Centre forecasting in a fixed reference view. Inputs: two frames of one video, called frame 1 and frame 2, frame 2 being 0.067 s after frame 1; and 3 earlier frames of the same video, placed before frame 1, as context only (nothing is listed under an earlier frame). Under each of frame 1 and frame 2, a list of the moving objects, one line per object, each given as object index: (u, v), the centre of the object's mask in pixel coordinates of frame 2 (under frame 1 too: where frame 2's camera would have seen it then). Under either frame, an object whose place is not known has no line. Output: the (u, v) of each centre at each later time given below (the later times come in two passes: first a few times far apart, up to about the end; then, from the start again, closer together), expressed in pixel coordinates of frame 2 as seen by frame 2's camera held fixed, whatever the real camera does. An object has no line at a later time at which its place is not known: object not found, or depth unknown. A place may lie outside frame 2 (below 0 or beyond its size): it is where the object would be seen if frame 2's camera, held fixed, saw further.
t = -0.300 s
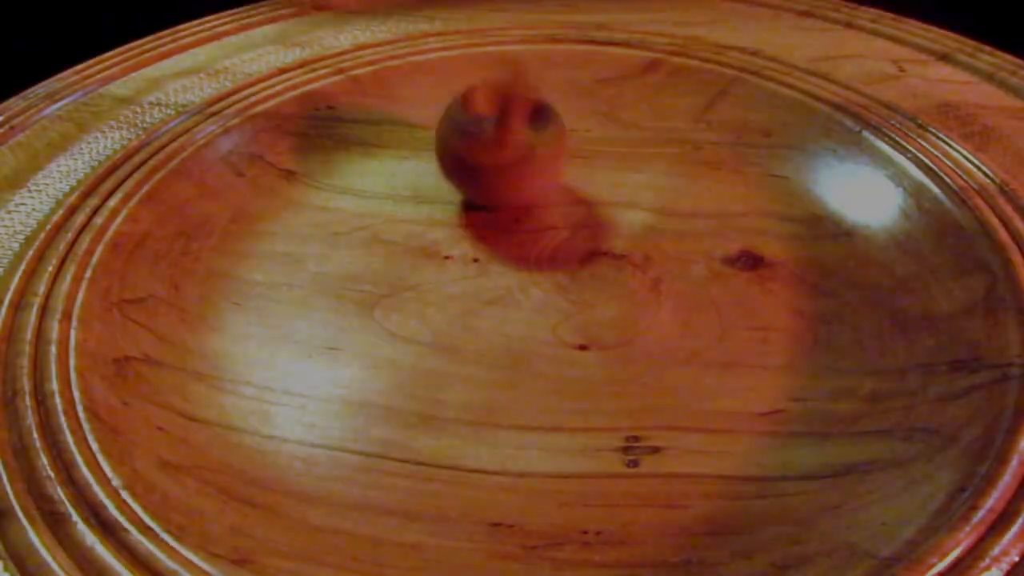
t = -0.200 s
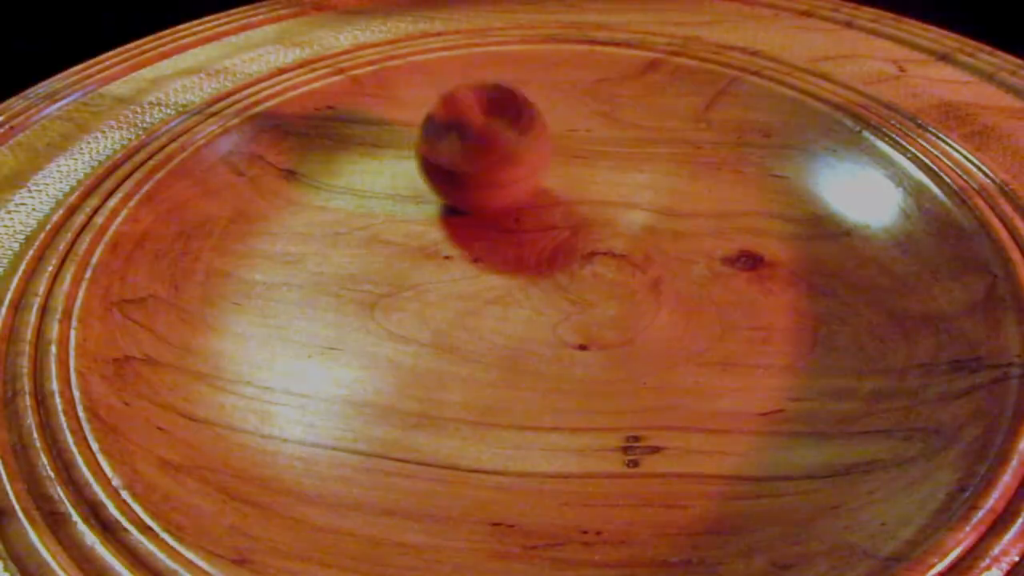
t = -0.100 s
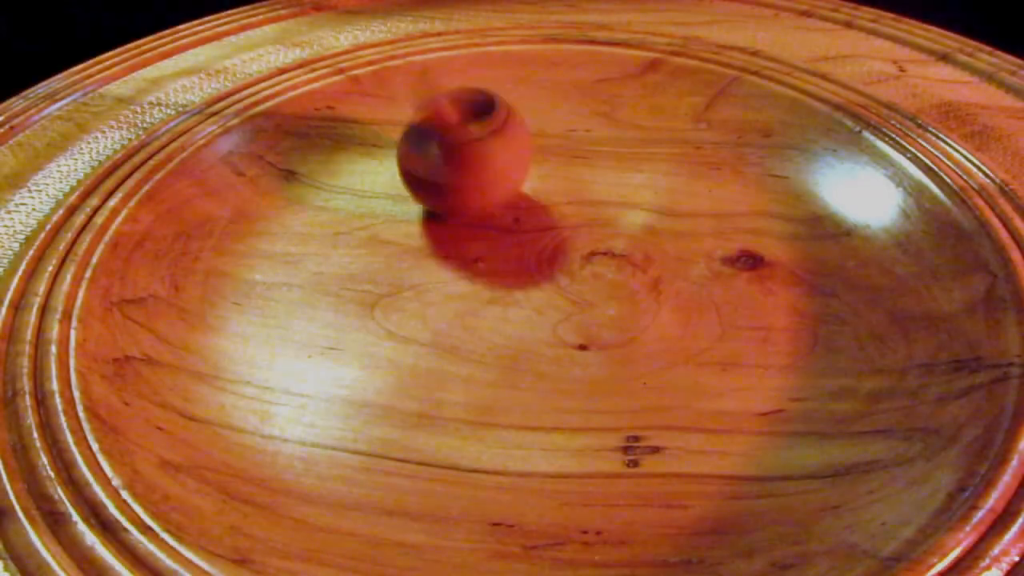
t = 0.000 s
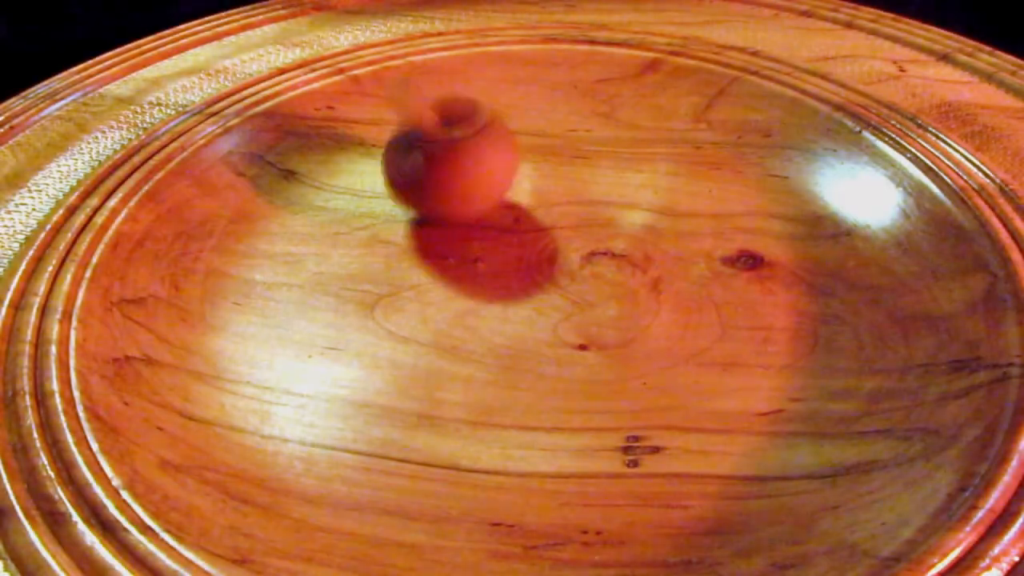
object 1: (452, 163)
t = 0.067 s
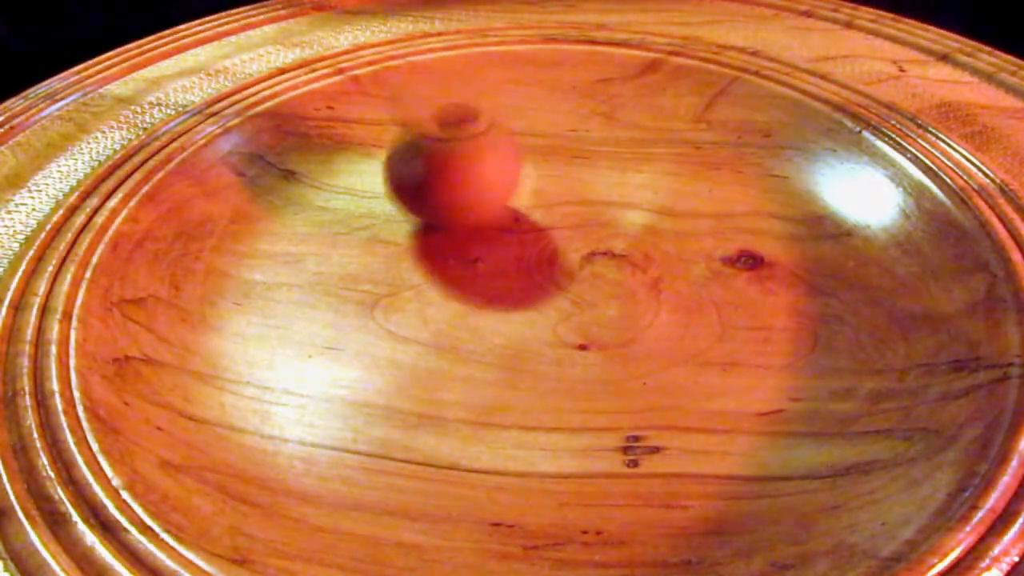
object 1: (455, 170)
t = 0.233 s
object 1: (487, 200)
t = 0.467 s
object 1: (519, 267)
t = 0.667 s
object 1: (525, 280)
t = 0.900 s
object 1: (485, 285)
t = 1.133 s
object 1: (477, 252)
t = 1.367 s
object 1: (507, 223)
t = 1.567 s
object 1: (529, 209)
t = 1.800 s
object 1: (534, 205)
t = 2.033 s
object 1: (510, 212)
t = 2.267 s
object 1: (467, 214)
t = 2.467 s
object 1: (456, 214)
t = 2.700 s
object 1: (472, 233)
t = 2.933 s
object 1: (496, 256)
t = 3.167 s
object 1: (508, 271)
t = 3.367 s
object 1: (510, 265)
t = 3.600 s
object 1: (524, 241)
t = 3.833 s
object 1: (548, 212)
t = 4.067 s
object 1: (555, 197)
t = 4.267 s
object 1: (541, 204)
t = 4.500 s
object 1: (498, 219)
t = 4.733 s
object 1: (446, 234)
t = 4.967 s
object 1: (428, 235)
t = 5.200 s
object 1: (456, 235)
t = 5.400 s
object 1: (505, 256)
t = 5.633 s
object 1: (553, 271)
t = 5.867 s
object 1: (550, 284)
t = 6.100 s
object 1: (504, 268)
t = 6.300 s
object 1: (492, 232)
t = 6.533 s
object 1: (539, 198)
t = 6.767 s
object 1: (564, 190)
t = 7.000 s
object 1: (535, 216)
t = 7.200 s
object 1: (473, 245)
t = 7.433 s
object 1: (407, 253)
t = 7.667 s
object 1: (395, 240)
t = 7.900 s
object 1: (439, 237)
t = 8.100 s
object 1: (487, 270)
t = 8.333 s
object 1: (459, 281)
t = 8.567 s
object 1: (512, 266)
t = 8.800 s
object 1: (487, 347)
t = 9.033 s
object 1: (492, 307)
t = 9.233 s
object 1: (513, 310)
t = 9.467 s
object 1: (553, 292)
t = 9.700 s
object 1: (506, 305)
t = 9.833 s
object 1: (515, 275)
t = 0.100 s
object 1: (461, 175)
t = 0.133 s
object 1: (468, 178)
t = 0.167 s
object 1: (475, 185)
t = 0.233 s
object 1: (487, 200)
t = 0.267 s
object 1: (493, 210)
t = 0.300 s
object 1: (496, 219)
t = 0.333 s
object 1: (501, 231)
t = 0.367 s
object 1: (506, 241)
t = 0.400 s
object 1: (510, 249)
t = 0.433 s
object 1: (514, 258)
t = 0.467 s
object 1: (519, 267)
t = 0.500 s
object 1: (524, 274)
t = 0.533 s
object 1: (529, 276)
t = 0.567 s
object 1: (532, 276)
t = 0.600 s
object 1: (532, 279)
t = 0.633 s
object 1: (529, 278)
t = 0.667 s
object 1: (525, 280)
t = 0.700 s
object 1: (519, 285)
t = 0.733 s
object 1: (515, 289)
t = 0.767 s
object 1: (514, 291)
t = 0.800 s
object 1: (513, 288)
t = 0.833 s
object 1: (507, 289)
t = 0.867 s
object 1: (499, 283)
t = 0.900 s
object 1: (485, 285)
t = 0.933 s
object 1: (484, 287)
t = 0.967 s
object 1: (486, 280)
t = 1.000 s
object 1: (480, 273)
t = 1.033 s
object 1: (471, 264)
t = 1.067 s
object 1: (465, 264)
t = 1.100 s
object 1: (474, 262)
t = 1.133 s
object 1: (477, 252)
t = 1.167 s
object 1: (472, 241)
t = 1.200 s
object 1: (467, 244)
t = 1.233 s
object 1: (482, 243)
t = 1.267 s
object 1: (491, 233)
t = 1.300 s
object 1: (484, 229)
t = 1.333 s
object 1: (491, 228)
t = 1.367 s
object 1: (507, 223)
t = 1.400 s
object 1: (504, 215)
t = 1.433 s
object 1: (505, 217)
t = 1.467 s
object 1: (519, 212)
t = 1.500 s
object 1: (523, 211)
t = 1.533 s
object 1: (519, 215)
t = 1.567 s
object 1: (529, 209)
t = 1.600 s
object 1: (530, 211)
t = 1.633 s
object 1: (529, 214)
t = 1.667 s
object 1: (537, 209)
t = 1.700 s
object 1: (535, 200)
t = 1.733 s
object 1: (534, 195)
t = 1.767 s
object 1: (539, 203)
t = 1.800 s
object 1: (534, 205)
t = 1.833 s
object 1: (535, 203)
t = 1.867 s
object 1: (534, 204)
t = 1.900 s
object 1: (530, 207)
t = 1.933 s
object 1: (528, 209)
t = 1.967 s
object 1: (520, 209)
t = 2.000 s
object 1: (517, 207)
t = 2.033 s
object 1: (510, 212)
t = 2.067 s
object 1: (500, 212)
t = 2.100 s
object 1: (497, 210)
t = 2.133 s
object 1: (489, 214)
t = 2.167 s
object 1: (481, 214)
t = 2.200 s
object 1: (477, 211)
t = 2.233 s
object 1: (472, 213)
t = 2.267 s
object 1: (467, 214)
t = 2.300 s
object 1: (463, 213)
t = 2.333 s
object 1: (460, 213)
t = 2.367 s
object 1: (458, 215)
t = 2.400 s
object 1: (456, 213)
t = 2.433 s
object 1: (455, 216)
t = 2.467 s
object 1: (456, 214)
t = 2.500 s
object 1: (456, 219)
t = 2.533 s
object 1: (457, 219)
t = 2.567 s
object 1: (461, 221)
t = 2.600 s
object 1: (461, 225)
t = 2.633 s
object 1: (466, 224)
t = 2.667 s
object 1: (469, 229)
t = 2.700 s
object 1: (472, 233)
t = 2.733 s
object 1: (478, 233)
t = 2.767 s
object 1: (482, 238)
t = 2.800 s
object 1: (485, 243)
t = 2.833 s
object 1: (489, 244)
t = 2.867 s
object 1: (493, 249)
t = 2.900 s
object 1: (496, 255)
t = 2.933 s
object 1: (496, 256)
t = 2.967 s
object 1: (500, 261)
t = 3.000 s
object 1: (500, 264)
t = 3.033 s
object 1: (503, 267)
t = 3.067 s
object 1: (504, 269)
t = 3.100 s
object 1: (507, 270)
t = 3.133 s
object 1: (506, 274)
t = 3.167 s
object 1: (508, 271)
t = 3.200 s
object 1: (509, 274)
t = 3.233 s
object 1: (508, 274)
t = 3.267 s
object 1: (511, 271)
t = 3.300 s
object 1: (510, 272)
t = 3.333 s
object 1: (509, 270)
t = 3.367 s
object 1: (510, 265)
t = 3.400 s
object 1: (510, 267)
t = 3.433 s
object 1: (511, 262)
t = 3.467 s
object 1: (512, 257)
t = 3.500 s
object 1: (513, 257)
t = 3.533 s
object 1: (516, 253)
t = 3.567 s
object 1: (518, 246)
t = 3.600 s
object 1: (524, 241)
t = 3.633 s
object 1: (528, 240)
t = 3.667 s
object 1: (530, 233)
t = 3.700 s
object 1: (537, 231)
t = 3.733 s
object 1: (540, 226)
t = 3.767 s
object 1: (543, 222)
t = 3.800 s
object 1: (545, 216)
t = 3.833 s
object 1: (548, 212)
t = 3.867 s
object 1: (548, 211)
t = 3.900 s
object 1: (550, 206)
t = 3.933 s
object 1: (552, 202)
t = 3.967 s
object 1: (553, 203)
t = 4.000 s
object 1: (554, 201)
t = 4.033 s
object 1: (554, 197)
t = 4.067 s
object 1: (555, 197)
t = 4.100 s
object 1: (554, 199)
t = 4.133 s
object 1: (552, 196)
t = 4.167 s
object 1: (552, 199)
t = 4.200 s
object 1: (548, 200)
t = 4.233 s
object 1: (546, 201)
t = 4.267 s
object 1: (541, 204)
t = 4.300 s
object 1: (538, 204)
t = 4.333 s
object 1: (532, 209)
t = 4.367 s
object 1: (526, 211)
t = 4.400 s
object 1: (521, 213)
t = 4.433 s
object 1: (514, 217)
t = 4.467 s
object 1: (507, 220)
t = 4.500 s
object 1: (498, 219)
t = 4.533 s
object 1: (491, 224)
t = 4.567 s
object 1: (482, 227)
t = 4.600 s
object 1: (473, 227)
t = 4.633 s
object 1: (466, 230)
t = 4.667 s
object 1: (458, 231)
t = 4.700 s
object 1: (452, 232)
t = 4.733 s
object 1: (446, 234)
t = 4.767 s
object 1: (441, 233)
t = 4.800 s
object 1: (437, 235)
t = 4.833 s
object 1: (434, 237)
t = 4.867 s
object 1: (430, 235)
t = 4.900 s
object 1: (429, 235)
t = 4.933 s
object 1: (429, 237)
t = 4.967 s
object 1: (428, 235)
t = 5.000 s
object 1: (430, 236)
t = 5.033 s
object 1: (432, 235)
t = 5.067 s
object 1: (435, 233)
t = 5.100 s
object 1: (439, 235)
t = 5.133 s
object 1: (444, 235)
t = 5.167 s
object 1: (450, 234)
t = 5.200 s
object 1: (456, 235)
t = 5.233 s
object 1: (467, 239)
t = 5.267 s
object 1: (471, 245)
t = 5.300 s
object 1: (479, 243)
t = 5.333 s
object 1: (490, 249)
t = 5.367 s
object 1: (495, 255)
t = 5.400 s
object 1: (505, 256)
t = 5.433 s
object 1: (514, 262)
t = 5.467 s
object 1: (522, 262)
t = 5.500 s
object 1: (530, 267)
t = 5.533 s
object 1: (537, 266)
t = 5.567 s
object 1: (544, 268)
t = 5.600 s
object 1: (549, 273)
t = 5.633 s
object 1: (553, 271)
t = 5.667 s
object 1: (557, 274)
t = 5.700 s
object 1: (559, 275)
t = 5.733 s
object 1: (562, 280)
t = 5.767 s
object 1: (558, 282)
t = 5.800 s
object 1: (557, 278)
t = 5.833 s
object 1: (557, 283)
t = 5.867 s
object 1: (550, 284)
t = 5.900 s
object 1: (545, 280)
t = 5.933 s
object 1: (541, 282)
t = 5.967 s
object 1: (534, 279)
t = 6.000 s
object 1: (526, 278)
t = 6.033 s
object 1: (520, 273)
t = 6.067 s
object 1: (513, 272)
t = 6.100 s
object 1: (504, 268)
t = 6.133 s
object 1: (501, 262)
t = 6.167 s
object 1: (497, 256)
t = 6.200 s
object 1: (493, 253)
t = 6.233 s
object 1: (490, 248)
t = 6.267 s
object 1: (490, 241)
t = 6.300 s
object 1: (492, 232)
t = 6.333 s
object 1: (500, 226)
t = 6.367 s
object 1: (505, 223)
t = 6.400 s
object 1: (510, 215)
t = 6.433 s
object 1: (520, 209)
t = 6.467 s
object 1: (526, 207)
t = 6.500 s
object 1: (531, 200)
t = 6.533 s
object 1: (539, 198)
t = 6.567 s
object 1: (544, 193)
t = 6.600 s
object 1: (549, 191)
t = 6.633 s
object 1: (552, 190)
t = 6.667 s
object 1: (557, 186)
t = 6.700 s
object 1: (560, 188)
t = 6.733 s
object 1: (562, 190)
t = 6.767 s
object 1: (564, 190)
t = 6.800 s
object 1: (564, 190)
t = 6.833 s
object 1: (564, 194)
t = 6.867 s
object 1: (563, 200)
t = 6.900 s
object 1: (556, 203)
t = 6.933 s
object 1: (550, 204)
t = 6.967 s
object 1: (545, 210)
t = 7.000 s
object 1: (535, 216)
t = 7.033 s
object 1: (526, 219)
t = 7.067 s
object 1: (517, 226)
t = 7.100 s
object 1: (505, 230)
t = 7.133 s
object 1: (495, 236)
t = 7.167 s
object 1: (485, 241)
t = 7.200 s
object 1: (473, 245)
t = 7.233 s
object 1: (462, 247)
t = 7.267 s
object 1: (451, 252)
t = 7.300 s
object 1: (441, 254)
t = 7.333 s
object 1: (431, 253)
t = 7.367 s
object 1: (422, 256)
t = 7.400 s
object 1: (415, 256)
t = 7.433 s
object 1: (407, 253)
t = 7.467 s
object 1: (402, 252)
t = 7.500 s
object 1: (398, 252)
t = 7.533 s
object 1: (395, 248)
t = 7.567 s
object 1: (393, 247)
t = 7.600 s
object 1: (392, 245)
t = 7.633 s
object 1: (394, 240)
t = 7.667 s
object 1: (395, 240)
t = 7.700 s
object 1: (396, 239)
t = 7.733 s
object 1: (402, 236)
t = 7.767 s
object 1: (407, 234)
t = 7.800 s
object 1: (414, 235)
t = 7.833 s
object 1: (421, 236)
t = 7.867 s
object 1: (431, 236)
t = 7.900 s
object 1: (439, 237)
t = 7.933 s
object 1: (449, 240)
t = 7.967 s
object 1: (459, 247)
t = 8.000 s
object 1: (465, 254)
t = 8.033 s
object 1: (471, 257)
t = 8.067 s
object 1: (482, 262)
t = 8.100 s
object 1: (487, 270)
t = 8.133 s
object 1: (489, 278)
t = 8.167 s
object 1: (488, 285)
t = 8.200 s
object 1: (481, 292)
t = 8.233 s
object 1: (471, 294)
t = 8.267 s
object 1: (463, 291)
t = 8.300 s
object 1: (460, 288)
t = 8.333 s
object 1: (459, 281)
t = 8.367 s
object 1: (463, 275)
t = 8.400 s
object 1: (471, 271)
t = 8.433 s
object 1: (478, 272)
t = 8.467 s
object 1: (482, 270)
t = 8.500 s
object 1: (491, 267)
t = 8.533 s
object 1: (503, 264)
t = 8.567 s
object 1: (512, 266)
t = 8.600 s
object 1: (523, 272)
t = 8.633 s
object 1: (531, 285)
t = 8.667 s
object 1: (532, 310)
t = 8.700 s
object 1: (526, 330)
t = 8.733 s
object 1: (514, 349)
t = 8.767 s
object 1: (497, 349)
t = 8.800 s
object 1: (487, 347)
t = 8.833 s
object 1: (478, 348)
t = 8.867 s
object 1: (470, 344)
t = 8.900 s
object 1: (466, 339)
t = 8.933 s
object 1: (467, 331)
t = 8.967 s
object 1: (473, 322)
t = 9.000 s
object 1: (482, 314)
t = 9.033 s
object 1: (492, 307)
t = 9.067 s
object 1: (504, 302)
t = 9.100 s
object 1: (518, 301)
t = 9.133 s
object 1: (527, 305)
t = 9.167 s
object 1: (526, 305)
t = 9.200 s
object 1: (521, 307)
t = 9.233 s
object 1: (513, 310)
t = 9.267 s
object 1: (507, 301)
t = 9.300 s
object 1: (511, 293)
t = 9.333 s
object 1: (519, 287)
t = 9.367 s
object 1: (528, 283)
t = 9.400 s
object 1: (537, 284)
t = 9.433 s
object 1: (546, 287)
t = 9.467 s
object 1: (553, 292)
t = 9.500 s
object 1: (555, 300)
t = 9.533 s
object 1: (551, 309)
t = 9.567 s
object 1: (542, 317)
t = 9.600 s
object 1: (533, 310)
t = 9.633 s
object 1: (523, 310)
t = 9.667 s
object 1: (515, 308)
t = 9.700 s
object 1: (506, 305)
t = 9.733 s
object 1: (502, 297)
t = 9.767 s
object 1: (504, 289)
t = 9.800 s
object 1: (508, 282)
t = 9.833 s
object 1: (515, 275)
